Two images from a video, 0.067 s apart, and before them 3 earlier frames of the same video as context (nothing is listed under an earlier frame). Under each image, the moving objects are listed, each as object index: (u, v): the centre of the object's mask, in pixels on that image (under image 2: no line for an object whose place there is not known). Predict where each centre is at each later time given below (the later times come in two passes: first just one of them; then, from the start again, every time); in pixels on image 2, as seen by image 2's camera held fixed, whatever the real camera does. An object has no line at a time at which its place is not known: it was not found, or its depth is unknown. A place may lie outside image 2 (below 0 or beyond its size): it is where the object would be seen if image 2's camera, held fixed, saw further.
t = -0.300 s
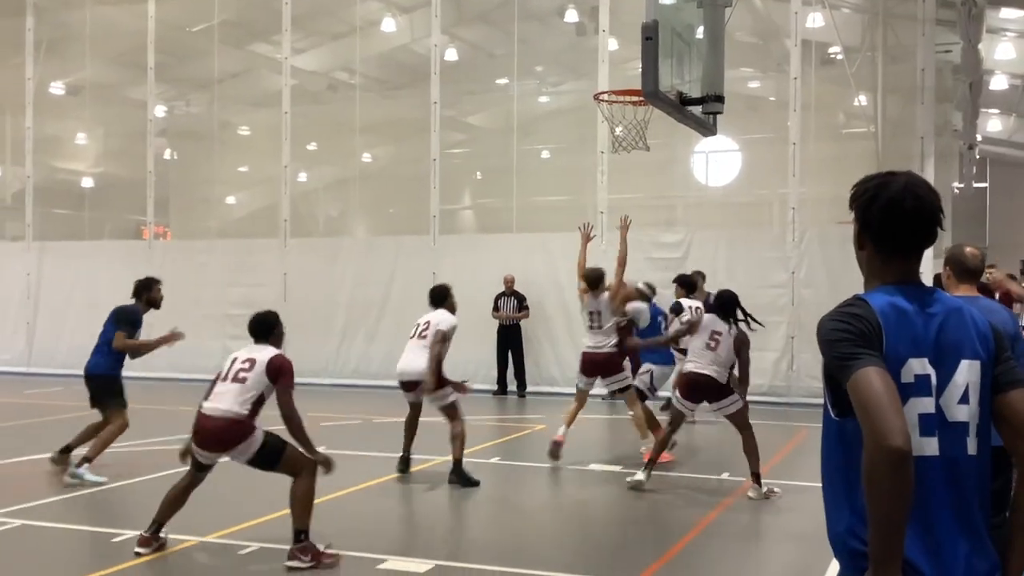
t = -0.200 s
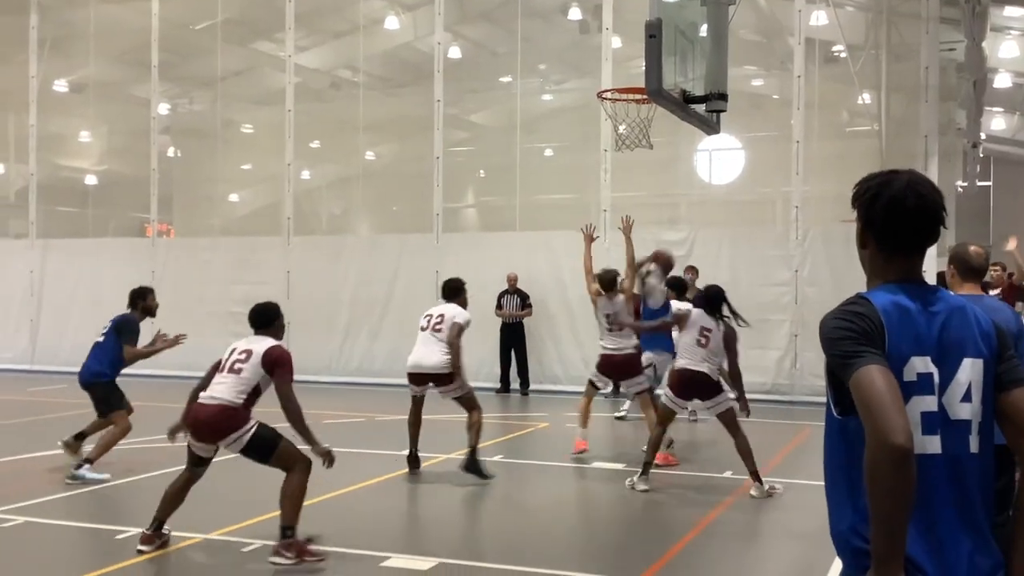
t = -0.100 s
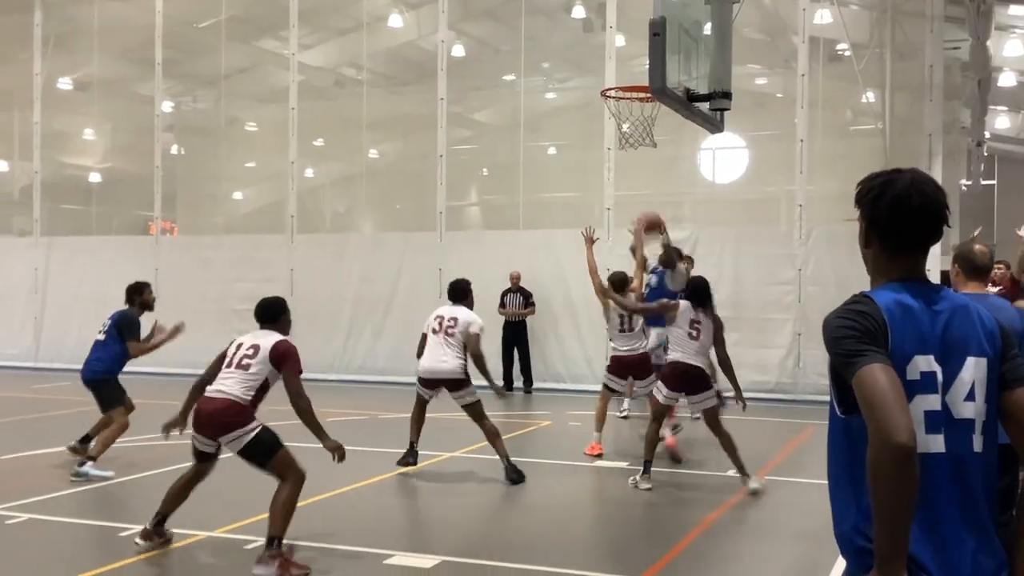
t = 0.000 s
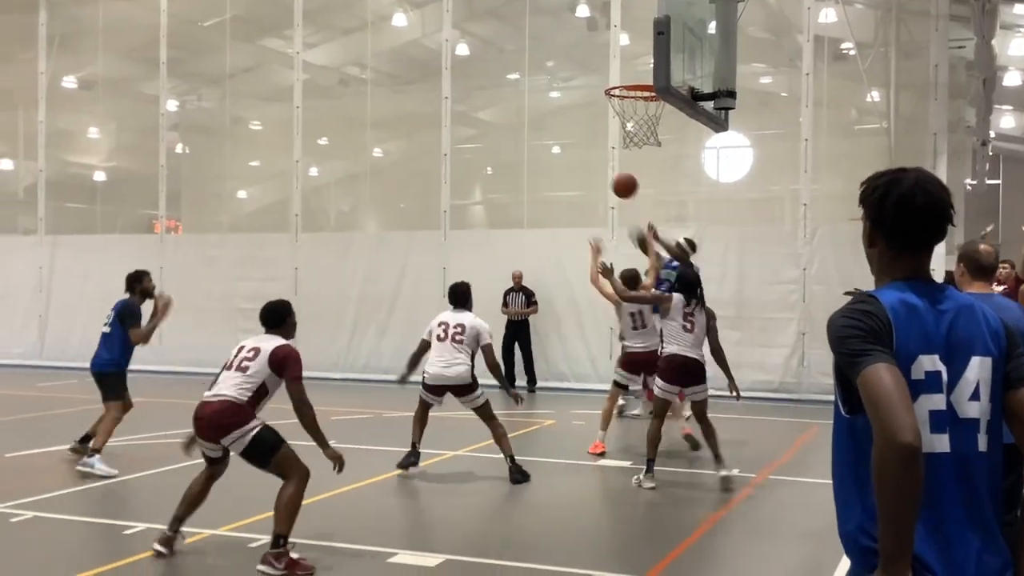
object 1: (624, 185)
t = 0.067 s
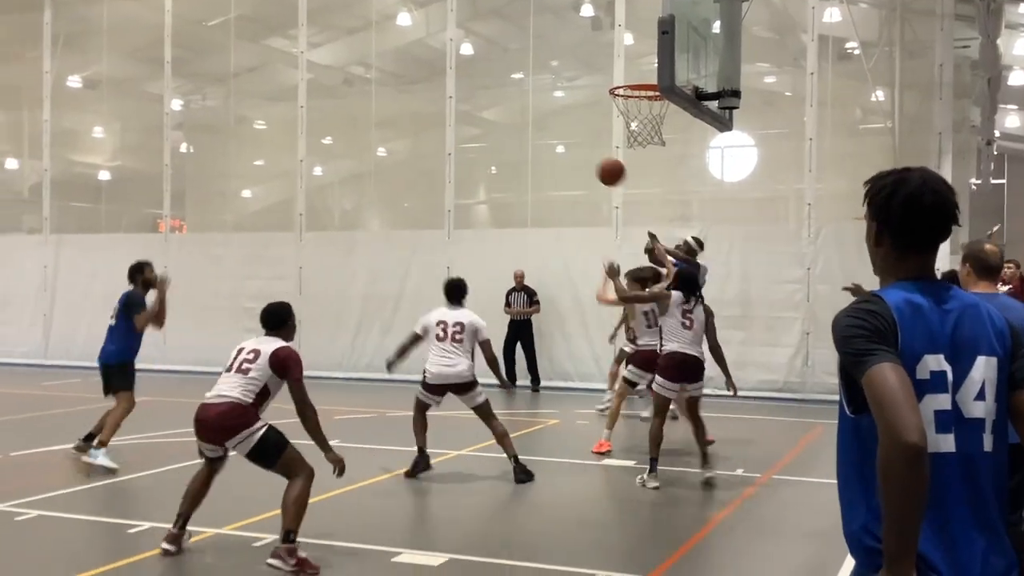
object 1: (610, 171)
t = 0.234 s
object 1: (543, 151)
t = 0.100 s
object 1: (600, 166)
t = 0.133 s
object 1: (588, 161)
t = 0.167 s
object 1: (575, 157)
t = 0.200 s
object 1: (559, 154)
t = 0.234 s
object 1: (543, 151)
